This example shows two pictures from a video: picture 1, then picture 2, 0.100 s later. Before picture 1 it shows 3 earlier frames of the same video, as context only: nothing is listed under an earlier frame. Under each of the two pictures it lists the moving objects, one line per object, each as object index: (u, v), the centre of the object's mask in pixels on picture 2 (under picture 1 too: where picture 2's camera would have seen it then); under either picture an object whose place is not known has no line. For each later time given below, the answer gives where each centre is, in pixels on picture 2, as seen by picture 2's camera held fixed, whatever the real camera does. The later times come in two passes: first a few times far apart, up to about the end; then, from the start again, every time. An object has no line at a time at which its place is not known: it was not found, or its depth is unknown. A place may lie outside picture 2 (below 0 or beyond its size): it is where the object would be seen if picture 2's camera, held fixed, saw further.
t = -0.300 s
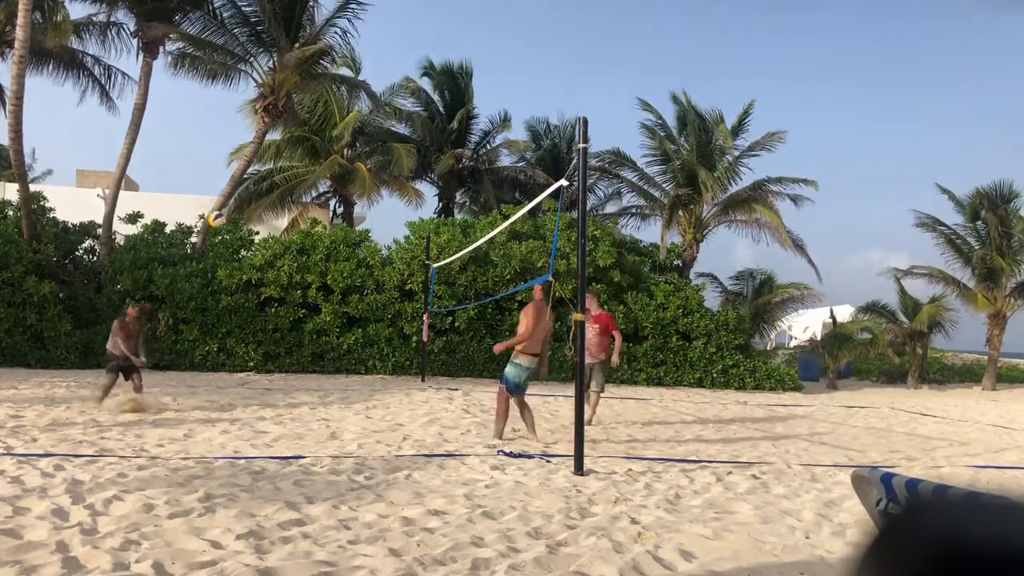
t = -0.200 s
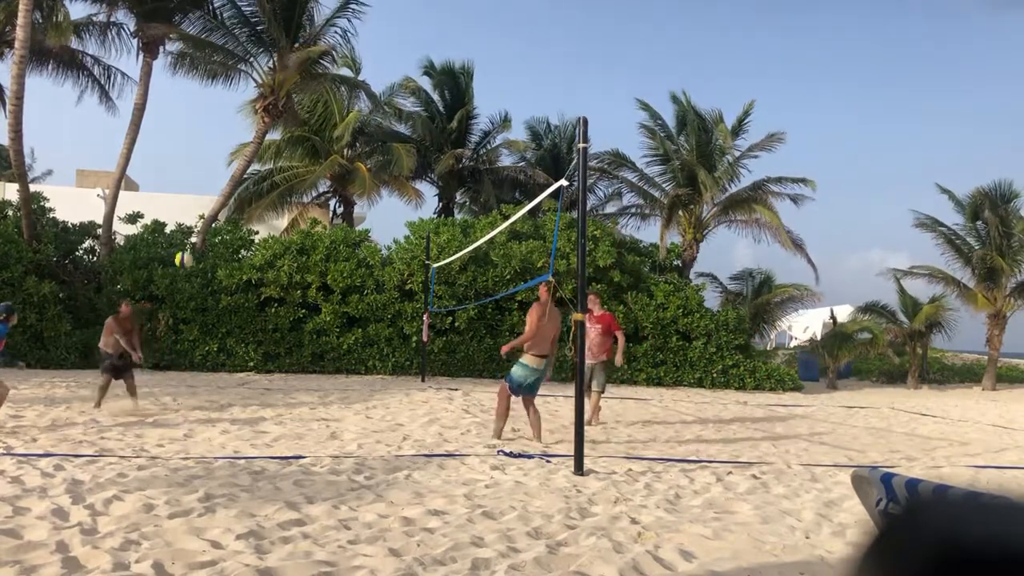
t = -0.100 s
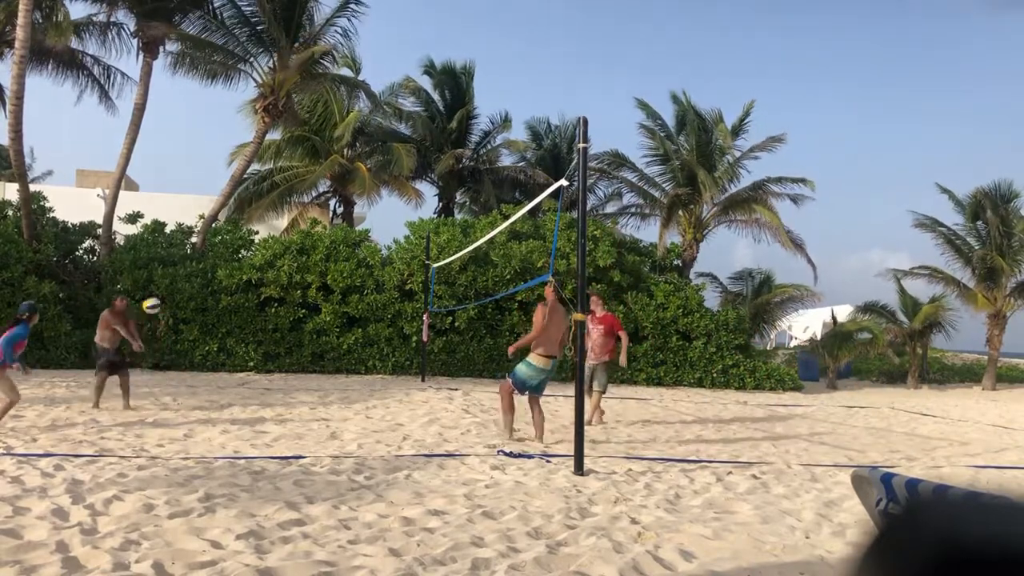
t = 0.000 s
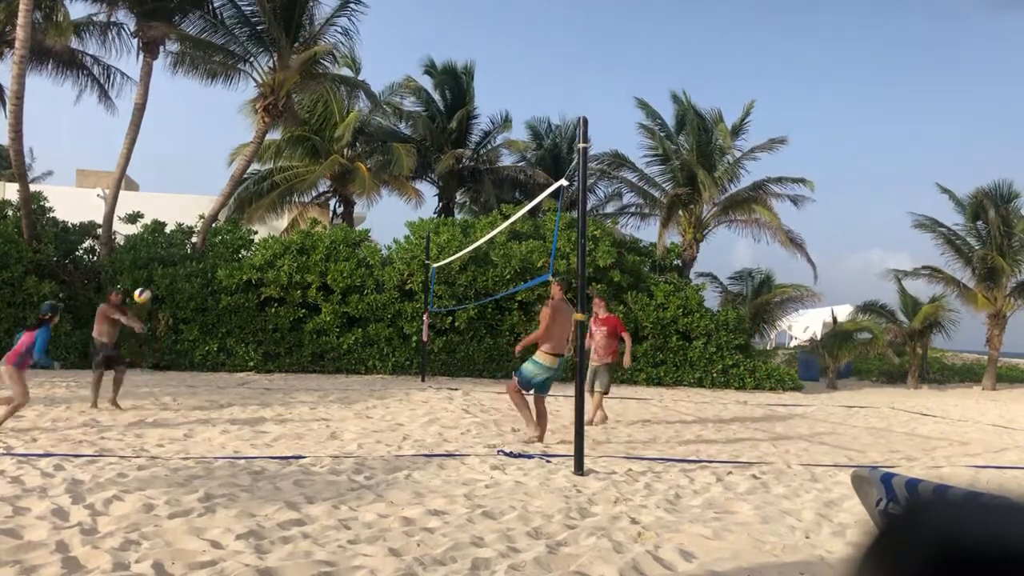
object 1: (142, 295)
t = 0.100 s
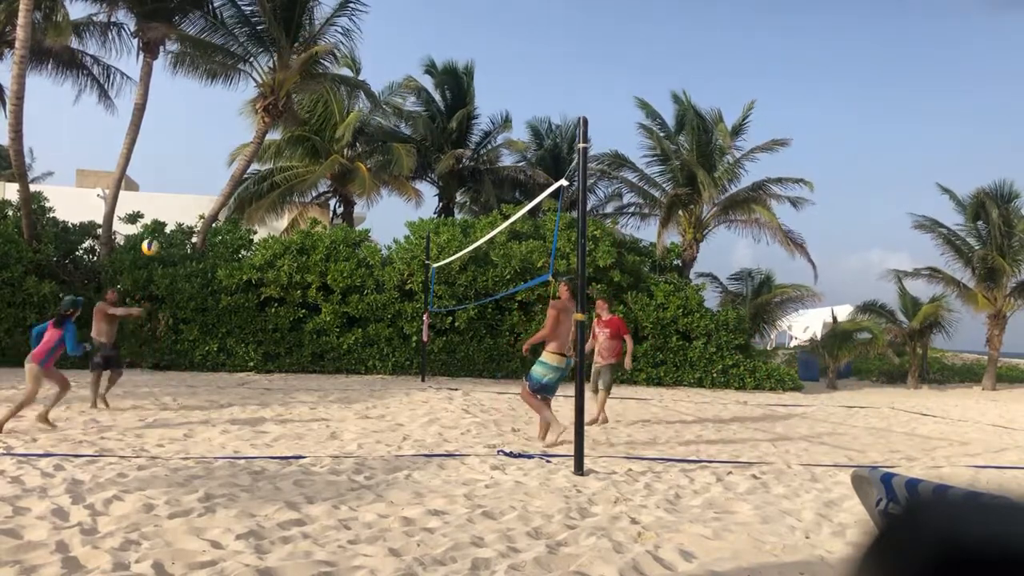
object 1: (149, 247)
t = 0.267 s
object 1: (162, 183)
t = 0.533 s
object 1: (183, 121)
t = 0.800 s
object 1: (199, 111)
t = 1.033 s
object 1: (212, 150)
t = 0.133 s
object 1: (153, 232)
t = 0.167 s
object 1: (156, 219)
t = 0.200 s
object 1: (158, 206)
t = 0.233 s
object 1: (161, 194)
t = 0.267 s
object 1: (162, 183)
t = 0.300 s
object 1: (165, 172)
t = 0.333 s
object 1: (167, 162)
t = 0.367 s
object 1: (170, 153)
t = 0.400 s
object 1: (173, 145)
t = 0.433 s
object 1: (175, 138)
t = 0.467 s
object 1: (178, 131)
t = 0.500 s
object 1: (180, 125)
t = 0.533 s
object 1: (183, 121)
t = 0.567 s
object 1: (185, 117)
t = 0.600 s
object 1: (187, 113)
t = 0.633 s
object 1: (189, 111)
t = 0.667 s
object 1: (192, 110)
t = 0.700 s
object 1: (194, 108)
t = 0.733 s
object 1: (195, 108)
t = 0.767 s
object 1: (197, 109)
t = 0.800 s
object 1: (199, 111)
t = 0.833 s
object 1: (201, 114)
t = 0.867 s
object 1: (203, 118)
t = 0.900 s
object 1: (205, 122)
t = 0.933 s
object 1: (207, 128)
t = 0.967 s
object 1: (209, 134)
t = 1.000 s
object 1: (210, 142)
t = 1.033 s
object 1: (212, 150)
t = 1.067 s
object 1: (214, 159)
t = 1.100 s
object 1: (215, 170)
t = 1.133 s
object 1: (217, 182)
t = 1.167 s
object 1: (218, 194)
